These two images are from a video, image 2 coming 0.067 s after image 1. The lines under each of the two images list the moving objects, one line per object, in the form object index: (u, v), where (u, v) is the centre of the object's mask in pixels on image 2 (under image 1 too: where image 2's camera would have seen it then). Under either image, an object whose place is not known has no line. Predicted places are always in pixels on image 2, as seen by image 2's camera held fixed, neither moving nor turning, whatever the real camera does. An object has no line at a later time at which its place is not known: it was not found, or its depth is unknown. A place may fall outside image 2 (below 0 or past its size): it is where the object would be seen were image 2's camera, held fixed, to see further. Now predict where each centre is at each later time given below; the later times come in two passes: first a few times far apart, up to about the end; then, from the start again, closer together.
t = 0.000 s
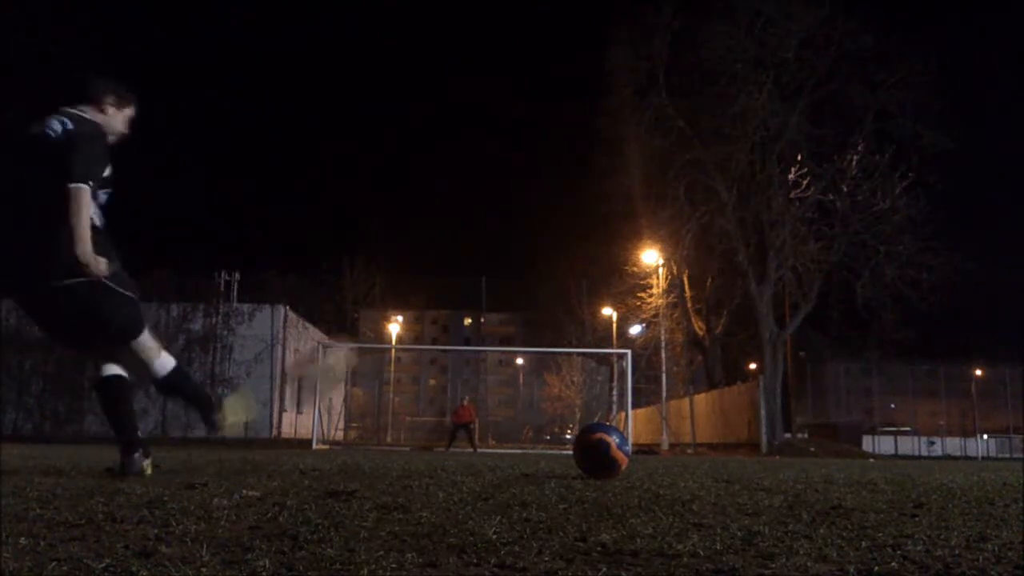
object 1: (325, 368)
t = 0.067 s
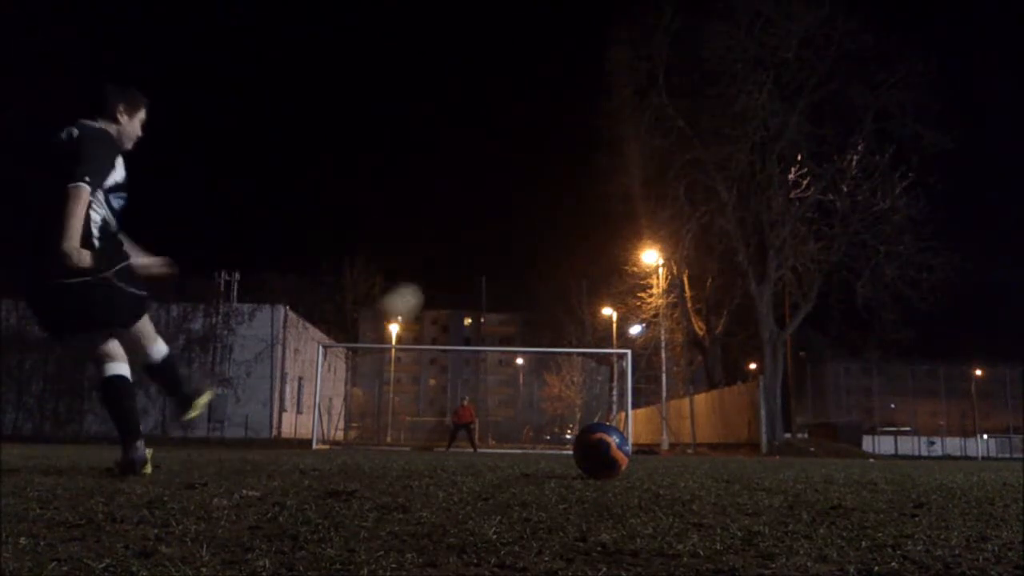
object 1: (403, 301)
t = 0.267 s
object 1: (501, 232)
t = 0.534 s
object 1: (547, 222)
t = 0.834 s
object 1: (567, 249)
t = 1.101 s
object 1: (572, 292)
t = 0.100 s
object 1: (426, 284)
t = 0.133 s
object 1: (447, 269)
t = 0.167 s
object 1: (464, 256)
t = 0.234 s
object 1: (490, 238)
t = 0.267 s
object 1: (501, 232)
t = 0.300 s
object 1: (510, 227)
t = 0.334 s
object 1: (517, 224)
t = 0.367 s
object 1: (524, 222)
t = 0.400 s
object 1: (530, 221)
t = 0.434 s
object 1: (536, 220)
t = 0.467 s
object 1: (540, 220)
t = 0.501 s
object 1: (544, 221)
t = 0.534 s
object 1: (547, 222)
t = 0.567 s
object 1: (551, 223)
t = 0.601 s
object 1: (554, 225)
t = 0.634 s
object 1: (557, 228)
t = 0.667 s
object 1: (559, 231)
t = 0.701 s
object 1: (561, 234)
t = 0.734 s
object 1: (563, 238)
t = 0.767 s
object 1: (564, 241)
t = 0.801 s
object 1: (566, 246)
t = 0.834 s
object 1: (567, 249)
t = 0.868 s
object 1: (568, 254)
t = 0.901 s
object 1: (569, 259)
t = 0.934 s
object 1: (570, 264)
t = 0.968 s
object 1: (570, 269)
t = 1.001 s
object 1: (571, 275)
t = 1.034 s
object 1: (571, 280)
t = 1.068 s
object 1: (572, 286)
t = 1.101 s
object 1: (572, 292)
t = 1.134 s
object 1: (572, 298)
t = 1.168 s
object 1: (573, 304)
